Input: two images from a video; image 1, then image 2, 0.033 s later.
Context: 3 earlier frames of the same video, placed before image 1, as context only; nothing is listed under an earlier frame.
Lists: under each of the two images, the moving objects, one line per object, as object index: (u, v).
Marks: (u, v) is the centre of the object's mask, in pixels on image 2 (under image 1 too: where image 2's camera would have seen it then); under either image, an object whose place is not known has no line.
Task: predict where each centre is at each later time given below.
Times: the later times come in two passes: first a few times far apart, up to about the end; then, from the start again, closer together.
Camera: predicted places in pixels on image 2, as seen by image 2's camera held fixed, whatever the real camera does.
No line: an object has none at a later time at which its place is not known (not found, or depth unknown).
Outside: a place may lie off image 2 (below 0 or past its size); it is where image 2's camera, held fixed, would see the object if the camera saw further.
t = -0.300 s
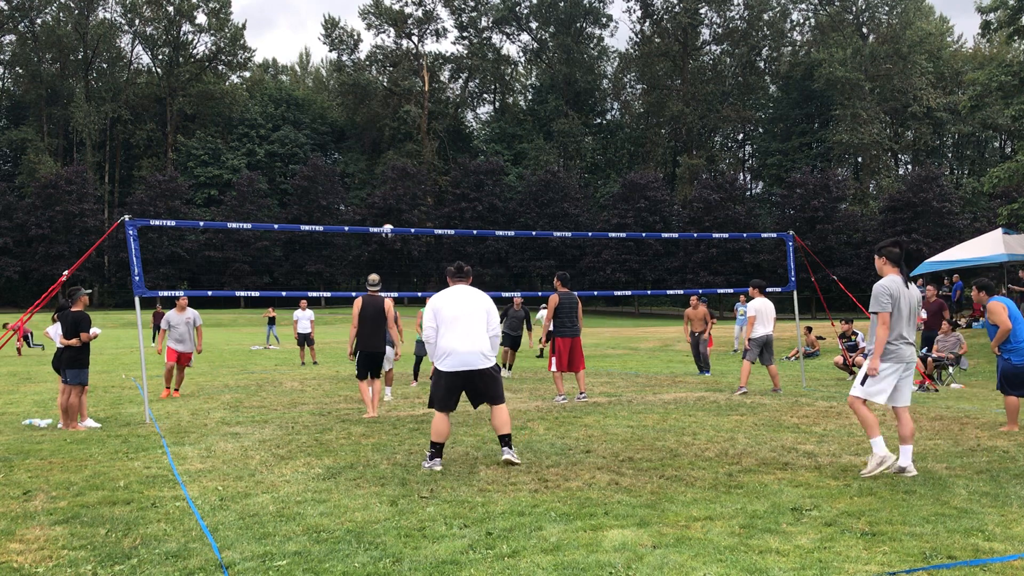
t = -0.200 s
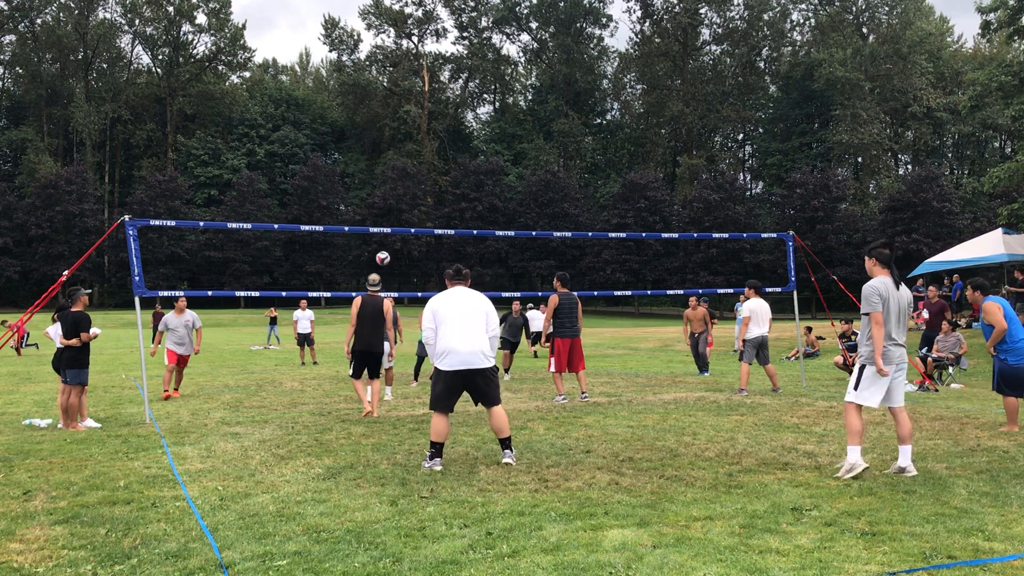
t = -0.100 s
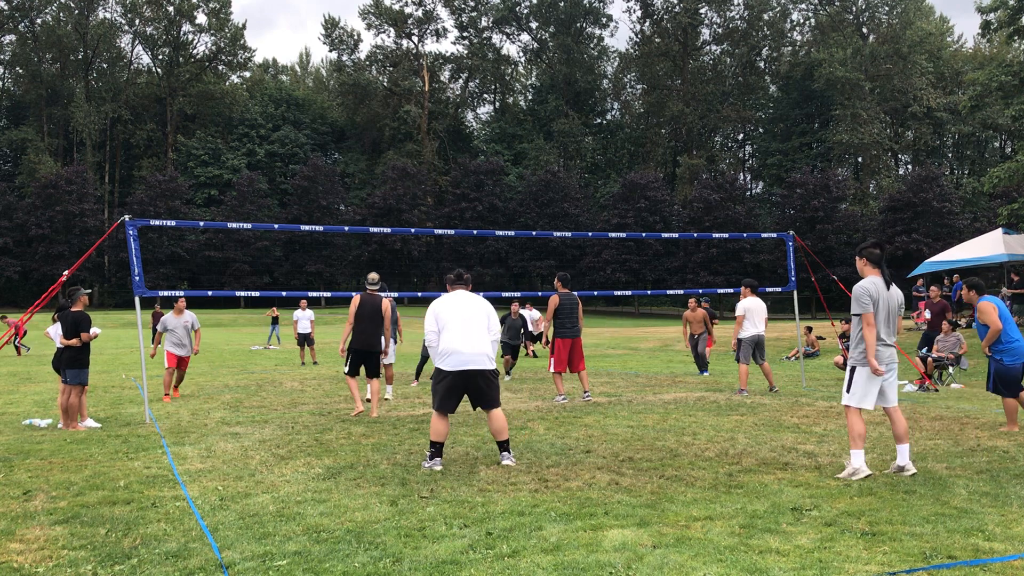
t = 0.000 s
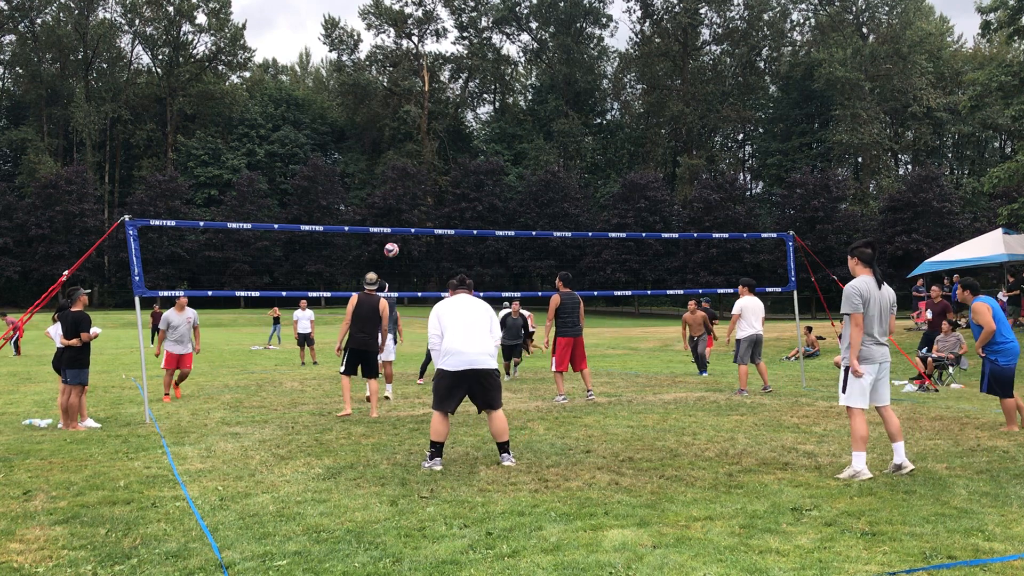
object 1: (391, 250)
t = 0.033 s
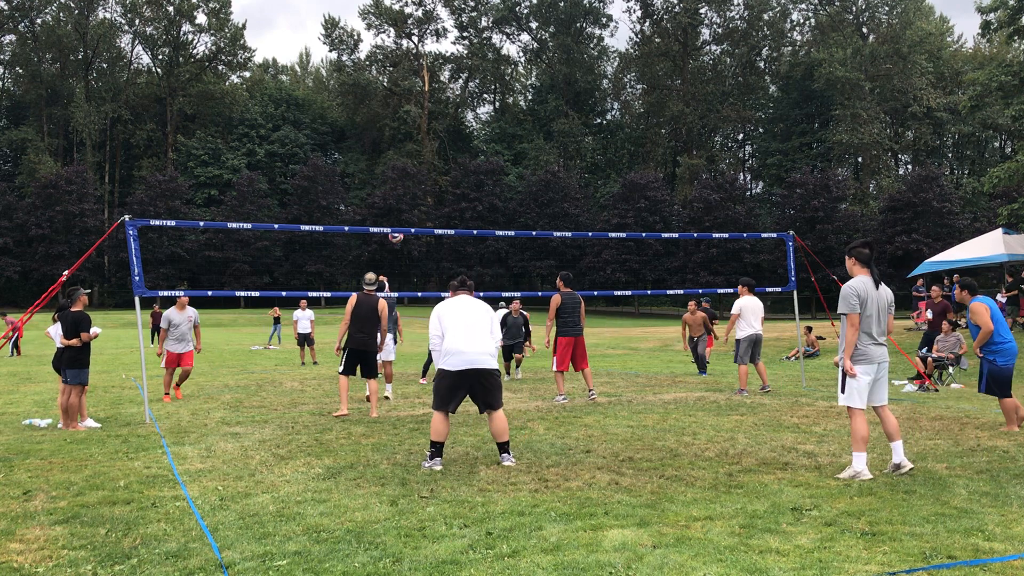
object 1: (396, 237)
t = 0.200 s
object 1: (418, 176)
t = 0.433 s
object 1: (450, 127)
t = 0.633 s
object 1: (476, 114)
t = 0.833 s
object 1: (501, 126)
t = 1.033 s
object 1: (526, 165)
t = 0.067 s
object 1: (401, 221)
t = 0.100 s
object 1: (405, 209)
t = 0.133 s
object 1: (410, 197)
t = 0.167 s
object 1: (414, 186)
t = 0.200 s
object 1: (418, 176)
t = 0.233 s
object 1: (423, 167)
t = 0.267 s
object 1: (427, 158)
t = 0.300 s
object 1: (432, 150)
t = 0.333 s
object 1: (436, 143)
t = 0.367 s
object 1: (441, 137)
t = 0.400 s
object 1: (445, 132)
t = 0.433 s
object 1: (450, 127)
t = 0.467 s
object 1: (454, 123)
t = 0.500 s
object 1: (458, 119)
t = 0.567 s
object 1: (467, 114)
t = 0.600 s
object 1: (471, 113)
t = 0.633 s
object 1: (476, 114)
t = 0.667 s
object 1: (481, 115)
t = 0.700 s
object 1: (484, 115)
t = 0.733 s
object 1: (489, 117)
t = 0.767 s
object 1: (493, 120)
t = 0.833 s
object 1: (501, 126)
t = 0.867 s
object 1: (506, 131)
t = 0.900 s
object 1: (510, 137)
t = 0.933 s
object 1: (514, 143)
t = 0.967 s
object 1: (518, 150)
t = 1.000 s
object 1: (522, 157)
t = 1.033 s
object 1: (526, 165)
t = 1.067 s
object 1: (530, 174)
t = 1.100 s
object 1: (534, 184)
